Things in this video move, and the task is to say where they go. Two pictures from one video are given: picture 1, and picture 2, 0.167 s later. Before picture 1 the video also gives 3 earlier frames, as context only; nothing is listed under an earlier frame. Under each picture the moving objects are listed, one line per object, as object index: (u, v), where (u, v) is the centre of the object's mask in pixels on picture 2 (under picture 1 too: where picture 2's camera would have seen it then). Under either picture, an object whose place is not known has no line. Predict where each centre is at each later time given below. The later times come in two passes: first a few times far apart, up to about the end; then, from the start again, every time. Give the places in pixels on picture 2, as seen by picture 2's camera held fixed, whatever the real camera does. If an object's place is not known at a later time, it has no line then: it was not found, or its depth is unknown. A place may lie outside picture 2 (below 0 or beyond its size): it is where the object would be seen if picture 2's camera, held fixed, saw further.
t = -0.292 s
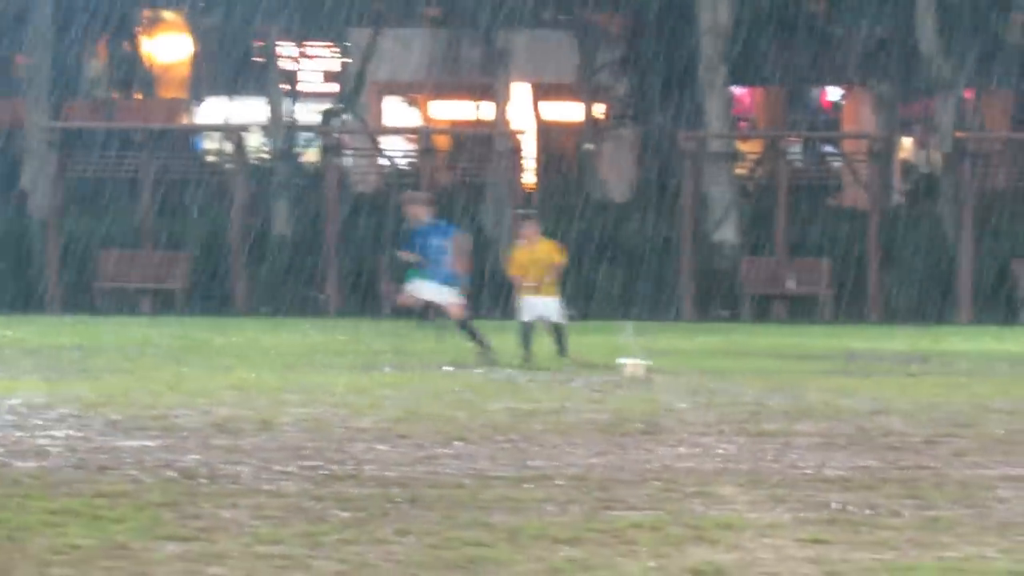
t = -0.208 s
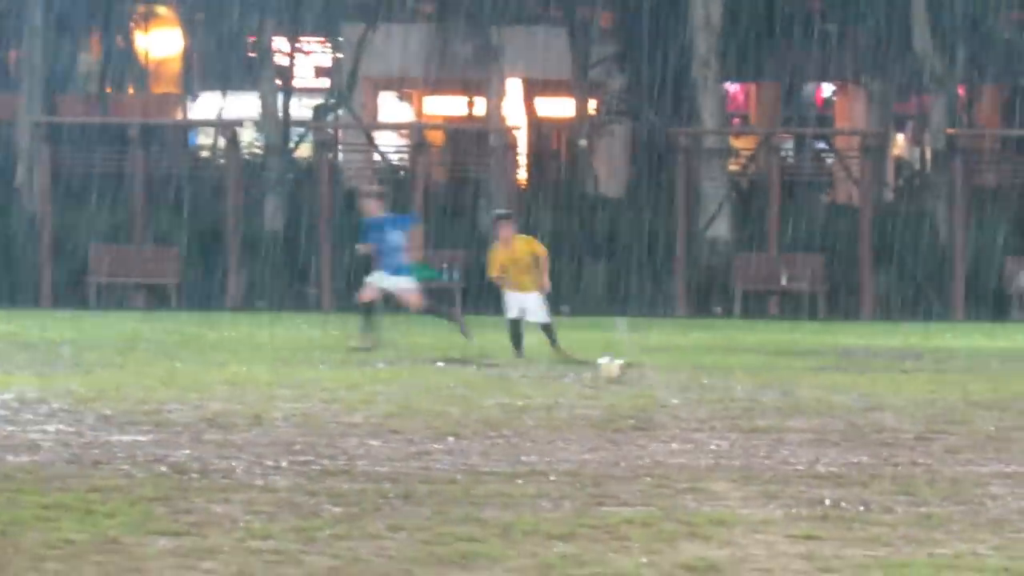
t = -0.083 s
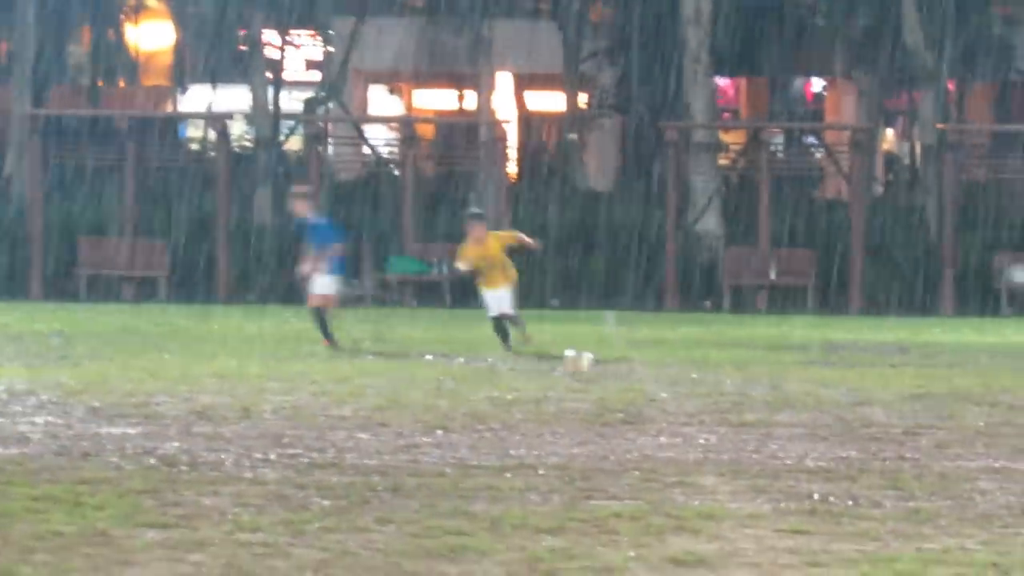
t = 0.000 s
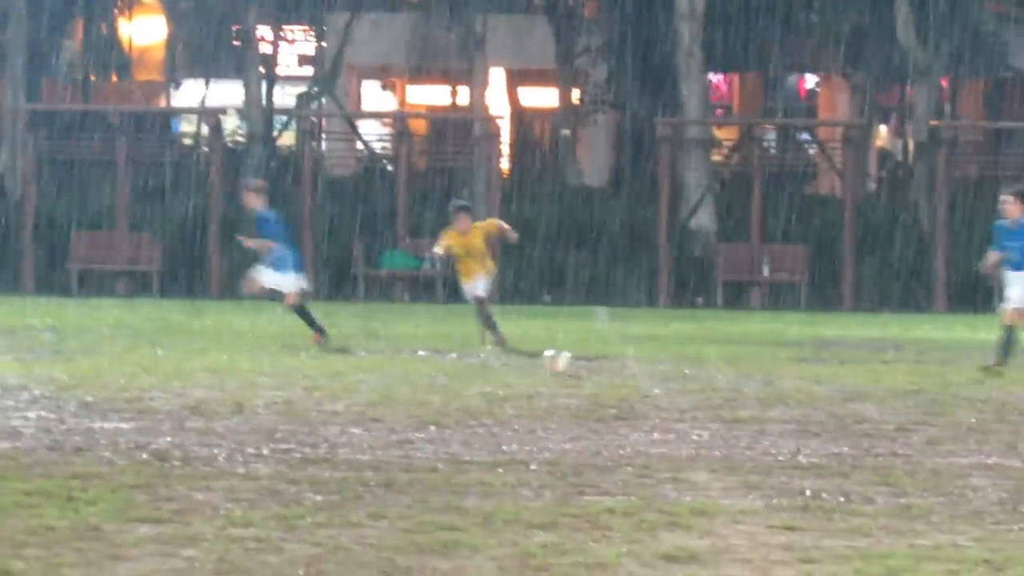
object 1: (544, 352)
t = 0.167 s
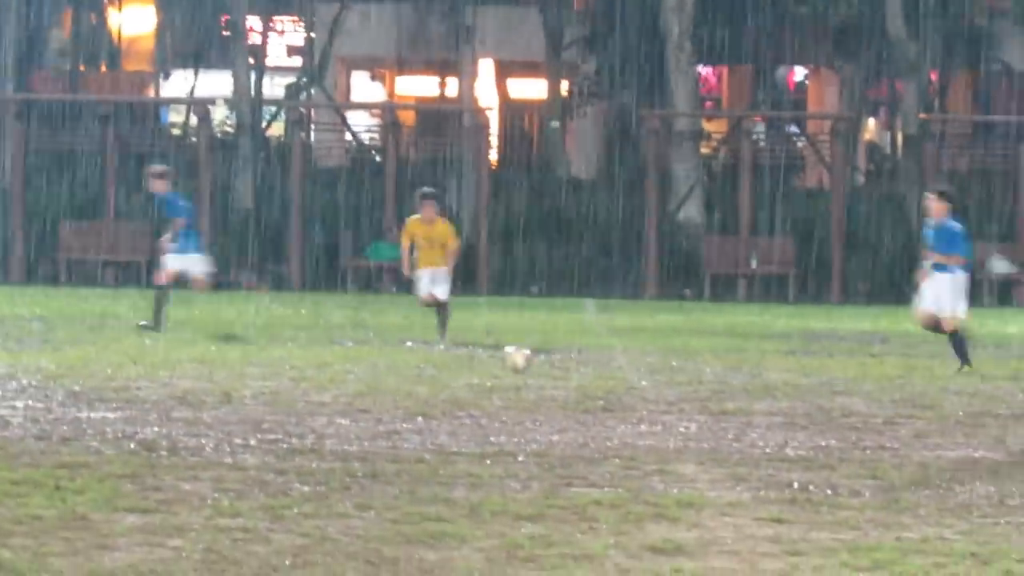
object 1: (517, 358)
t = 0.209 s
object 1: (510, 358)
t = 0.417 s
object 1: (477, 358)
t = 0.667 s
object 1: (436, 367)
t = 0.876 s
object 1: (400, 363)
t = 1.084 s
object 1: (363, 371)
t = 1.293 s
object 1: (329, 381)
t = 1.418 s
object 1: (307, 378)
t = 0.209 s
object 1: (510, 358)
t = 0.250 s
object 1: (503, 358)
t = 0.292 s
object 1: (496, 359)
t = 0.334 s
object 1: (489, 357)
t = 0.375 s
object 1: (482, 356)
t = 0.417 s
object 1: (477, 358)
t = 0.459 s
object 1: (471, 361)
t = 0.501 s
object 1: (462, 362)
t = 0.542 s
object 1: (456, 362)
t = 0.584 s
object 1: (450, 362)
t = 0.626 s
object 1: (442, 365)
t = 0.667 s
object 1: (436, 367)
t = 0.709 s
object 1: (429, 363)
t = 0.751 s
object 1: (421, 360)
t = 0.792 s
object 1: (415, 358)
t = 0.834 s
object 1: (407, 359)
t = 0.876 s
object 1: (400, 363)
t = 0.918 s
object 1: (392, 368)
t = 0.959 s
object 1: (385, 373)
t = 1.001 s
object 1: (378, 371)
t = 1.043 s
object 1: (370, 370)
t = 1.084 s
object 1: (363, 371)
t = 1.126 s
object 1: (357, 373)
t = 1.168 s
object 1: (349, 379)
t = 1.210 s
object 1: (343, 377)
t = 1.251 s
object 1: (336, 378)
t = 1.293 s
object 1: (329, 381)
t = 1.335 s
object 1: (321, 383)
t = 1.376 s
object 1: (315, 380)
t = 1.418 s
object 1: (307, 378)
